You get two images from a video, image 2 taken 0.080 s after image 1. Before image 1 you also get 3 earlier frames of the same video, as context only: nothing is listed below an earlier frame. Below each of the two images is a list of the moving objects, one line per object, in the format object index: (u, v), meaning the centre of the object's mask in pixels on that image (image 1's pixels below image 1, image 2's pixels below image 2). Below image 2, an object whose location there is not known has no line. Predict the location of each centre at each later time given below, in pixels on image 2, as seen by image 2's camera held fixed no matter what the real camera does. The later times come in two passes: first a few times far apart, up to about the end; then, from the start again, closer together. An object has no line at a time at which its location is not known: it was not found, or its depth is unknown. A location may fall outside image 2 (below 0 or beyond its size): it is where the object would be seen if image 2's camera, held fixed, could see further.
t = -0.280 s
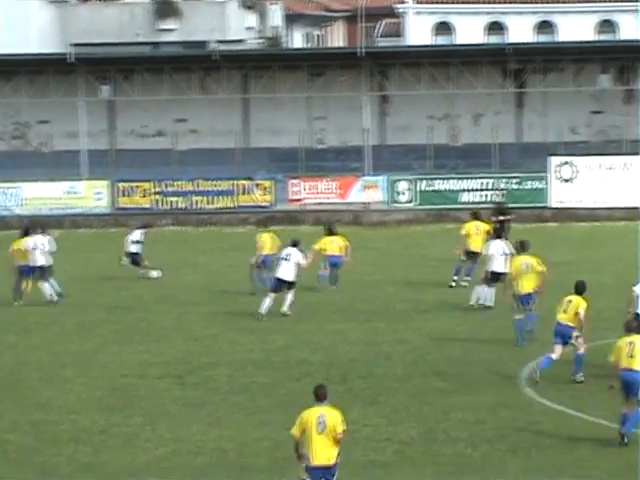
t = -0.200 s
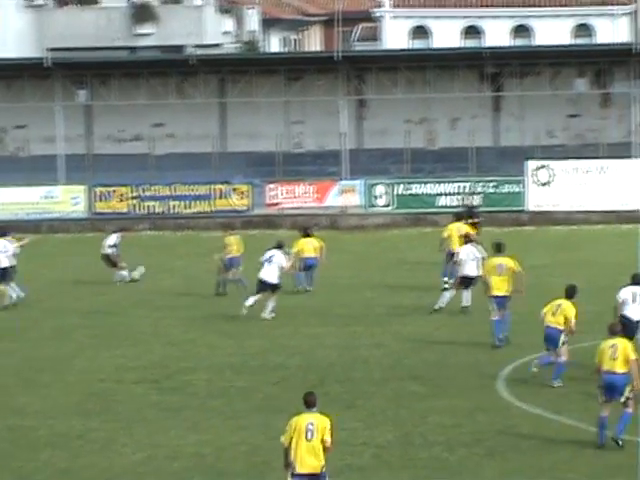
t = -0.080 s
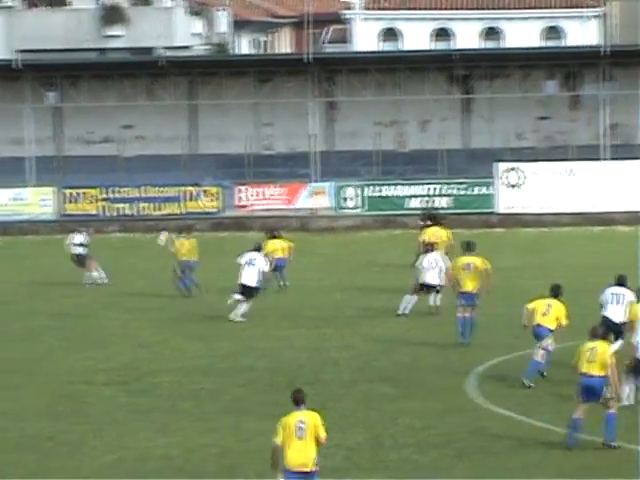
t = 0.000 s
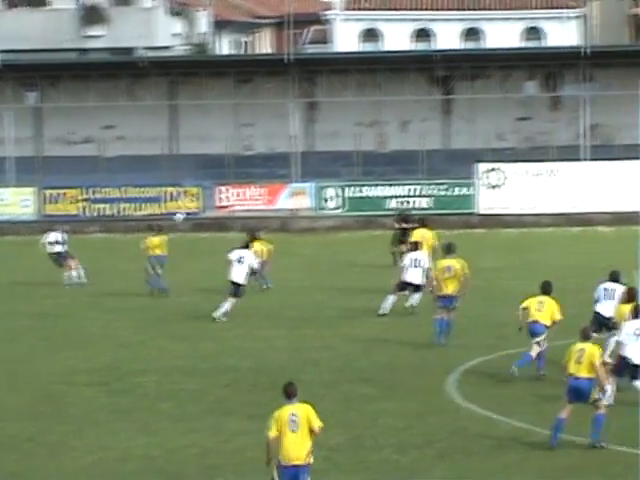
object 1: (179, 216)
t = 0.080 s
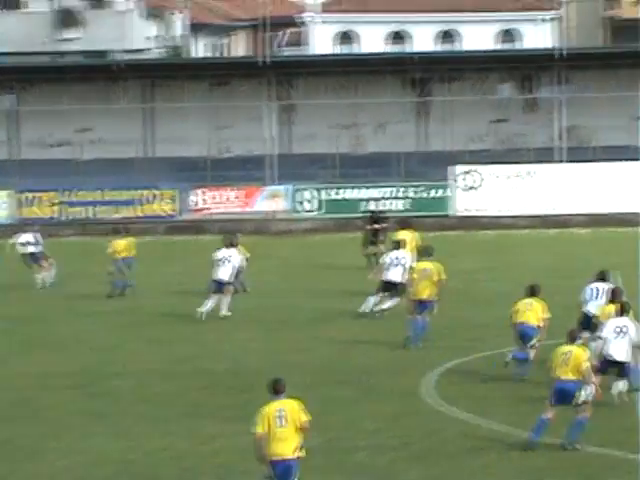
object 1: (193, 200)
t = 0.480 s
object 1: (378, 125)
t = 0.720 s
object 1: (494, 106)
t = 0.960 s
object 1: (614, 110)
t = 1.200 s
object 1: (741, 139)
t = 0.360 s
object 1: (321, 141)
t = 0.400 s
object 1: (339, 135)
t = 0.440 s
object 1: (359, 129)
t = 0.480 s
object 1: (378, 125)
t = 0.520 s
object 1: (397, 120)
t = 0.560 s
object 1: (416, 117)
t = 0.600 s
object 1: (435, 113)
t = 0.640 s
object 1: (455, 110)
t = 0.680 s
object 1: (474, 108)
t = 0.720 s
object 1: (494, 106)
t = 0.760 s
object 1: (514, 105)
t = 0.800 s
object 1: (533, 105)
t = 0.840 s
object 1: (554, 105)
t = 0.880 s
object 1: (574, 106)
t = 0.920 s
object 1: (595, 108)
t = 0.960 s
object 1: (614, 110)
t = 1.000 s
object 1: (635, 113)
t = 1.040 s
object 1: (655, 116)
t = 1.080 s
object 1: (676, 120)
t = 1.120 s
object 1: (698, 125)
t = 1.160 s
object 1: (719, 131)
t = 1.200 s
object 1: (741, 139)
